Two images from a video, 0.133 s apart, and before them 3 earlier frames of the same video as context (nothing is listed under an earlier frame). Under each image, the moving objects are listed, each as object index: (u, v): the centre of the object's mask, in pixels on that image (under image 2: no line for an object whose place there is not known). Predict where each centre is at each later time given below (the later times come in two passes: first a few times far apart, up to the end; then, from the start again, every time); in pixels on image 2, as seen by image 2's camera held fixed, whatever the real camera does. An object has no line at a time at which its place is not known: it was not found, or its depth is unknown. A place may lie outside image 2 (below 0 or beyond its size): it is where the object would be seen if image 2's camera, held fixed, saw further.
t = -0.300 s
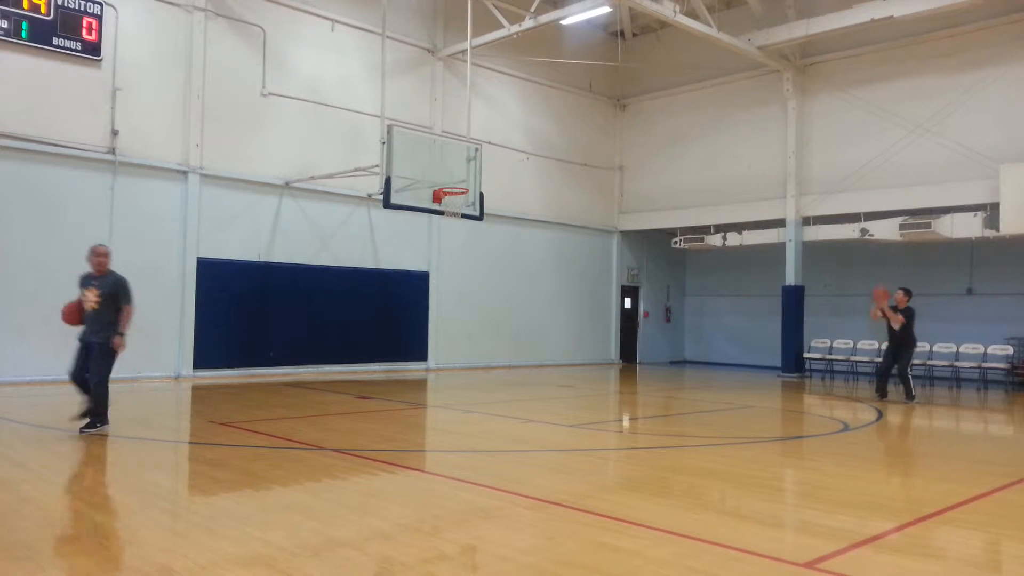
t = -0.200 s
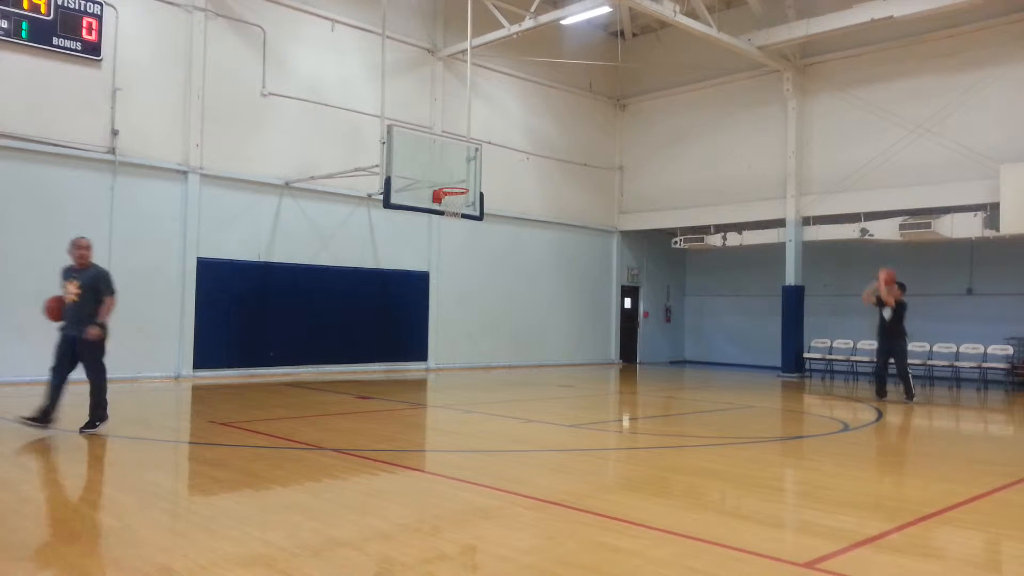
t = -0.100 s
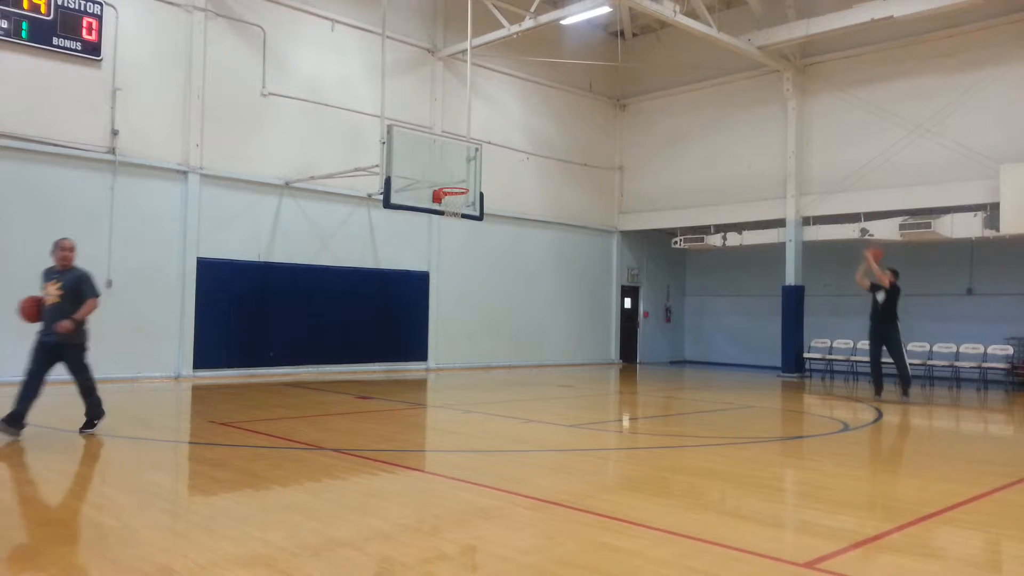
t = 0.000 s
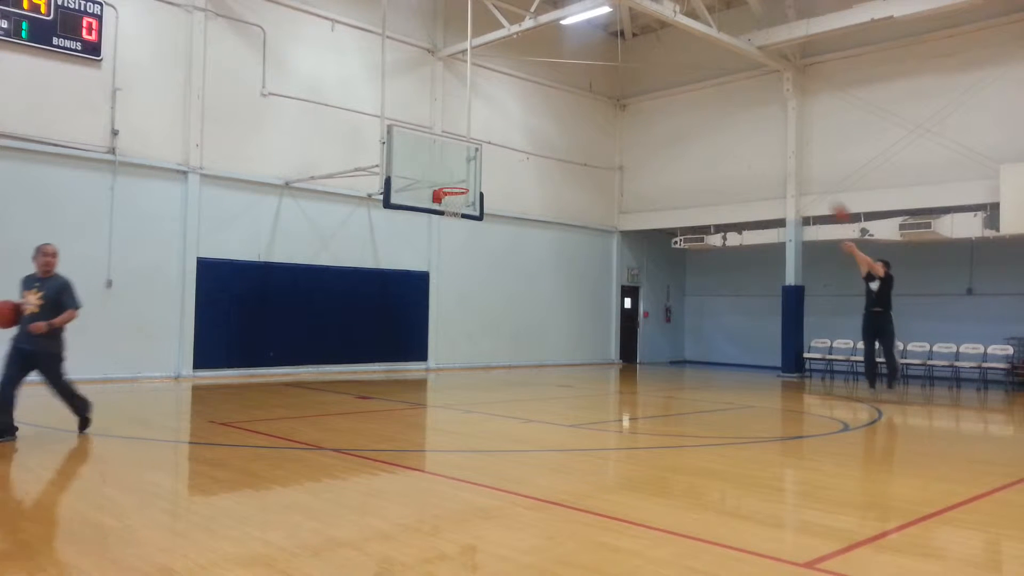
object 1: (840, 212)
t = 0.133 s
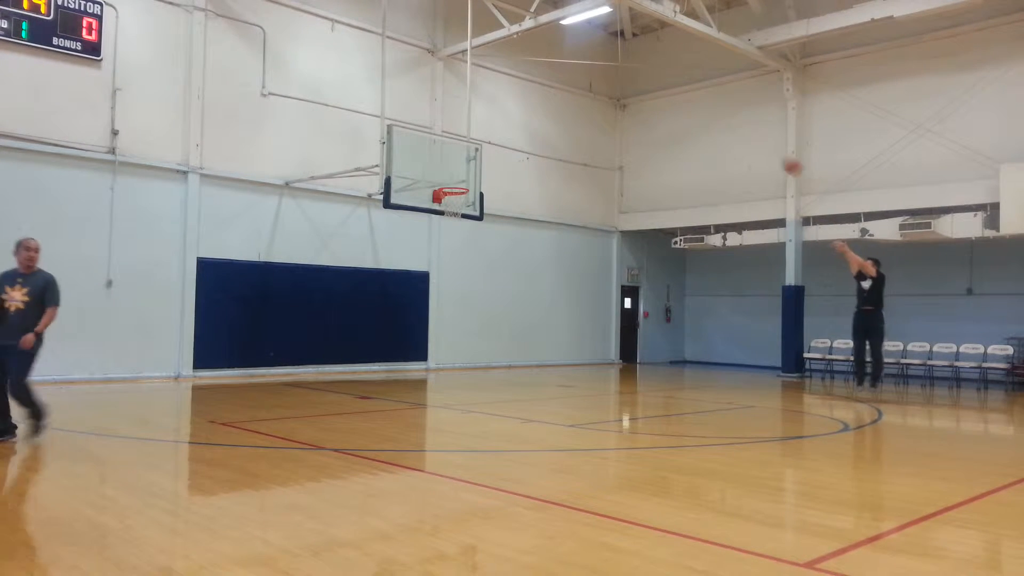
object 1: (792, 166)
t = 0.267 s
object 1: (745, 133)
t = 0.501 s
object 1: (666, 105)
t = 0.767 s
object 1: (579, 115)
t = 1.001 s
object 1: (505, 158)
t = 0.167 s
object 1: (779, 155)
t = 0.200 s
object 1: (768, 147)
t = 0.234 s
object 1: (756, 140)
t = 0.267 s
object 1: (745, 133)
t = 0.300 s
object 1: (734, 127)
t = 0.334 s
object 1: (722, 121)
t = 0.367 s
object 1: (711, 117)
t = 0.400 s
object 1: (699, 113)
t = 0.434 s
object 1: (688, 109)
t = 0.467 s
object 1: (677, 107)
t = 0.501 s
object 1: (666, 105)
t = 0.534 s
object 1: (655, 104)
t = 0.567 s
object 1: (644, 103)
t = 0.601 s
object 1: (632, 104)
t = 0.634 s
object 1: (622, 105)
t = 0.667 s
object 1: (611, 107)
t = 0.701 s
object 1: (600, 109)
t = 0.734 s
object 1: (589, 111)
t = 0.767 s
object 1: (579, 115)
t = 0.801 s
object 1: (569, 119)
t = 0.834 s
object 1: (558, 124)
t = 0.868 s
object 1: (547, 130)
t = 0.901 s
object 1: (537, 136)
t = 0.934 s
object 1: (527, 142)
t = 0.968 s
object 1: (516, 150)
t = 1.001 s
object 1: (505, 158)
